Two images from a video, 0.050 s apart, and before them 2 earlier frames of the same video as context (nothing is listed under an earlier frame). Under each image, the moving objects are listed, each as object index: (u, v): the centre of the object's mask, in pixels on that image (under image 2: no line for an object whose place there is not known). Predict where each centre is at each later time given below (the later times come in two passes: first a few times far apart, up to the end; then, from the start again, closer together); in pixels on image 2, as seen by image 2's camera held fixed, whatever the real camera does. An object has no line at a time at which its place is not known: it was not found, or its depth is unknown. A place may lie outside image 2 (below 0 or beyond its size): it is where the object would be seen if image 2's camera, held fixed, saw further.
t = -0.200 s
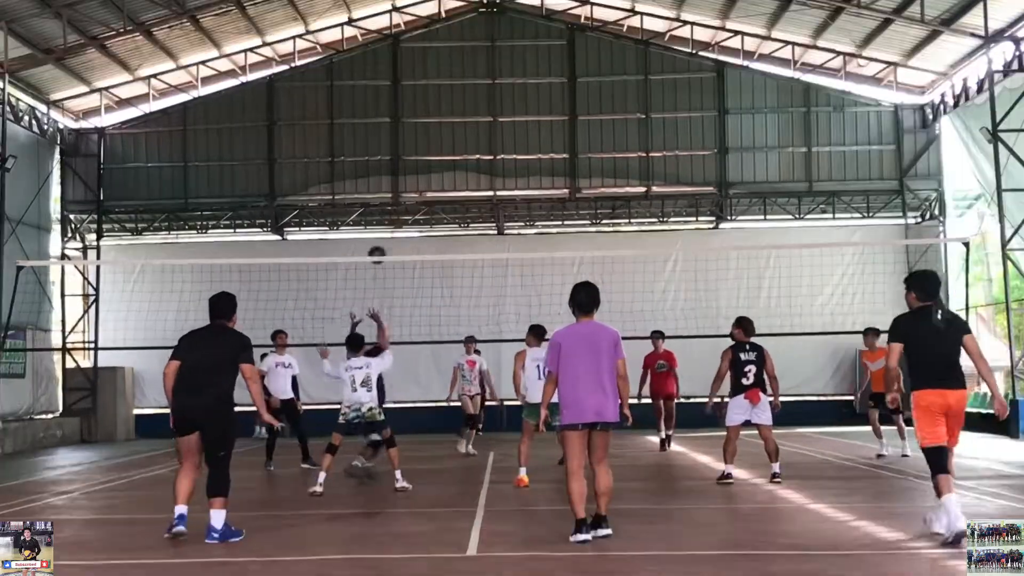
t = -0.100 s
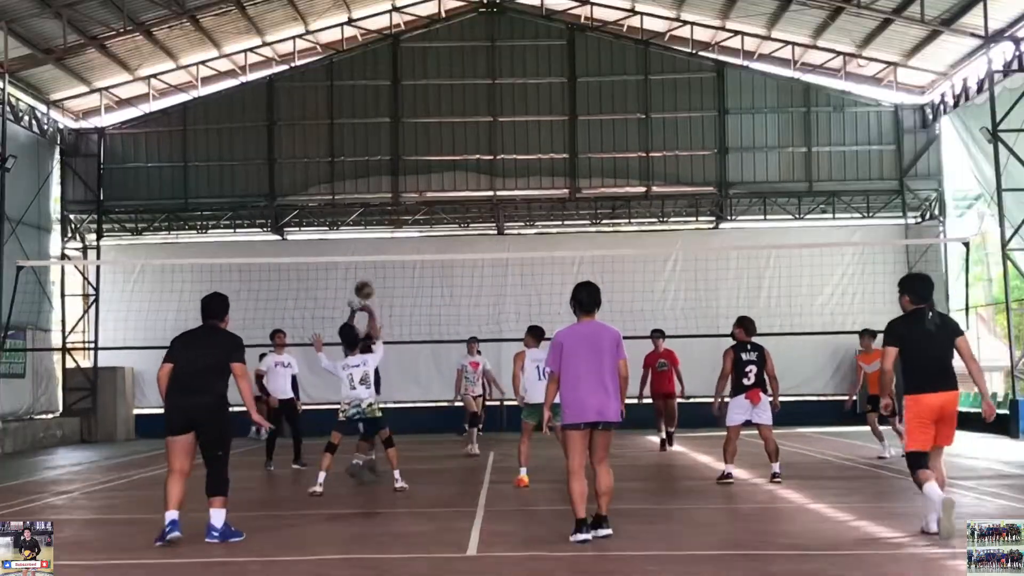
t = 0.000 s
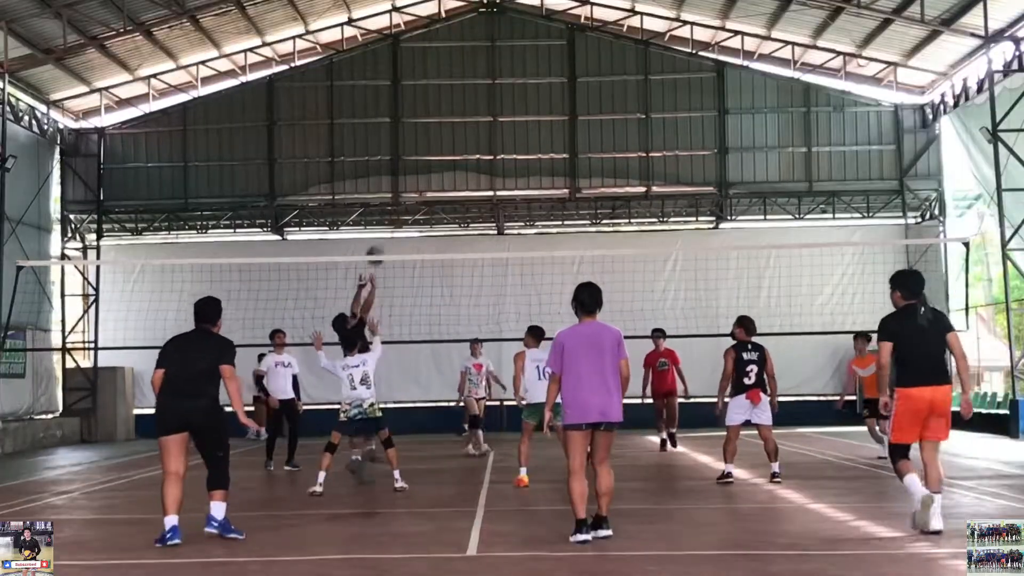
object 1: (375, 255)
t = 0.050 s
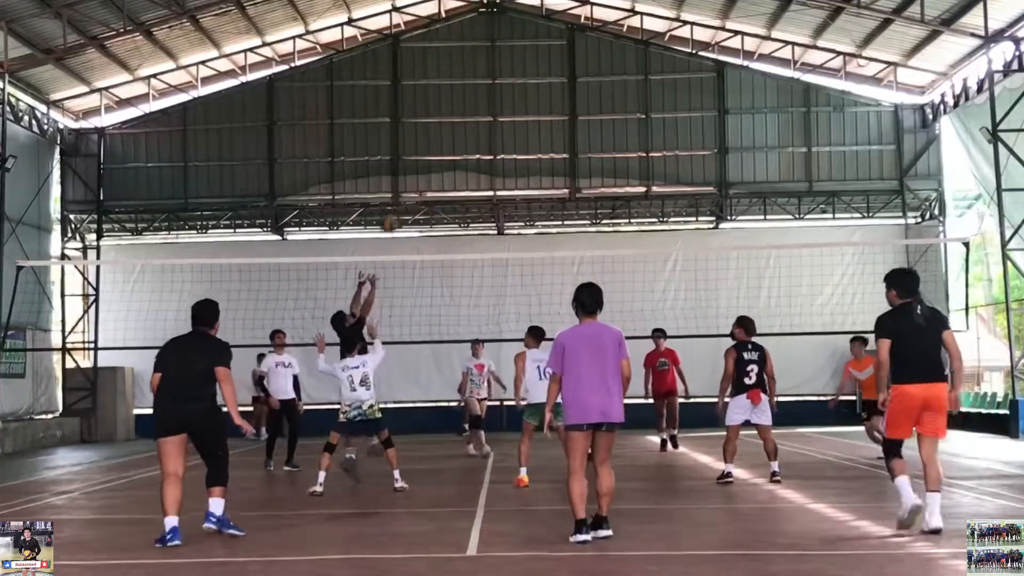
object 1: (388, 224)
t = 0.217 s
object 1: (433, 135)
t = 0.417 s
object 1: (485, 66)
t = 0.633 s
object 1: (540, 30)
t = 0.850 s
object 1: (597, 40)
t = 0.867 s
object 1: (603, 42)
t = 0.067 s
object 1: (393, 215)
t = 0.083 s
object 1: (396, 202)
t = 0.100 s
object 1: (400, 197)
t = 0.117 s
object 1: (404, 186)
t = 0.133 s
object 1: (410, 176)
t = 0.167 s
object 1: (418, 160)
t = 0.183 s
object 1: (422, 151)
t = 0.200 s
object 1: (427, 145)
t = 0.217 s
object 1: (433, 135)
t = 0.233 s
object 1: (435, 128)
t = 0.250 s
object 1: (438, 122)
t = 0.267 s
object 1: (444, 114)
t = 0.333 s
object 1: (460, 92)
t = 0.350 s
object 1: (467, 85)
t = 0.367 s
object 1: (469, 80)
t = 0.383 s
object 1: (473, 75)
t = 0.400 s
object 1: (479, 70)
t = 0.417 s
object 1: (485, 66)
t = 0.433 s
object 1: (487, 61)
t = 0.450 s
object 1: (492, 57)
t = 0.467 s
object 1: (496, 54)
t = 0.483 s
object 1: (501, 49)
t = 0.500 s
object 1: (505, 46)
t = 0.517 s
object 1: (510, 43)
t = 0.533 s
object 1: (514, 41)
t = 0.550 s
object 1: (519, 39)
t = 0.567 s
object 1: (522, 37)
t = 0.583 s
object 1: (526, 34)
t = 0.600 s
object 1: (531, 33)
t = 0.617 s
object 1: (536, 33)
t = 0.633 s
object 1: (540, 30)
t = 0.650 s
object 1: (544, 28)
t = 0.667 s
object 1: (550, 27)
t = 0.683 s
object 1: (554, 26)
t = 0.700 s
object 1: (558, 26)
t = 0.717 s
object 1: (563, 27)
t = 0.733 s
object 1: (566, 28)
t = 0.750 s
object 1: (572, 28)
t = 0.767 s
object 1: (576, 28)
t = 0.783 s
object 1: (579, 31)
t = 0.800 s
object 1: (584, 32)
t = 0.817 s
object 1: (587, 34)
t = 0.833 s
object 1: (591, 36)
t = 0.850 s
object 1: (597, 40)
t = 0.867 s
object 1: (603, 42)
